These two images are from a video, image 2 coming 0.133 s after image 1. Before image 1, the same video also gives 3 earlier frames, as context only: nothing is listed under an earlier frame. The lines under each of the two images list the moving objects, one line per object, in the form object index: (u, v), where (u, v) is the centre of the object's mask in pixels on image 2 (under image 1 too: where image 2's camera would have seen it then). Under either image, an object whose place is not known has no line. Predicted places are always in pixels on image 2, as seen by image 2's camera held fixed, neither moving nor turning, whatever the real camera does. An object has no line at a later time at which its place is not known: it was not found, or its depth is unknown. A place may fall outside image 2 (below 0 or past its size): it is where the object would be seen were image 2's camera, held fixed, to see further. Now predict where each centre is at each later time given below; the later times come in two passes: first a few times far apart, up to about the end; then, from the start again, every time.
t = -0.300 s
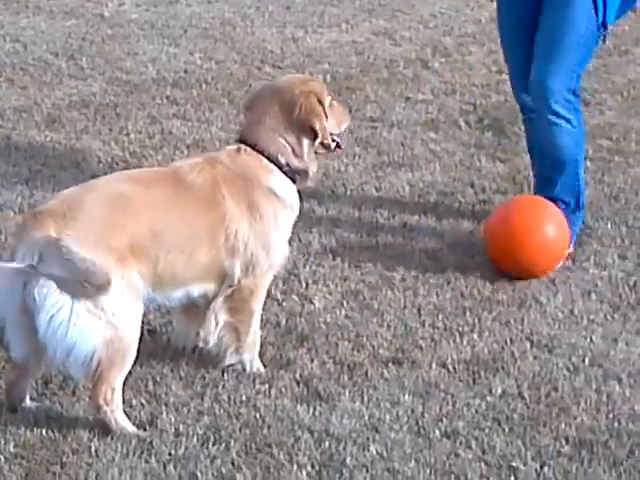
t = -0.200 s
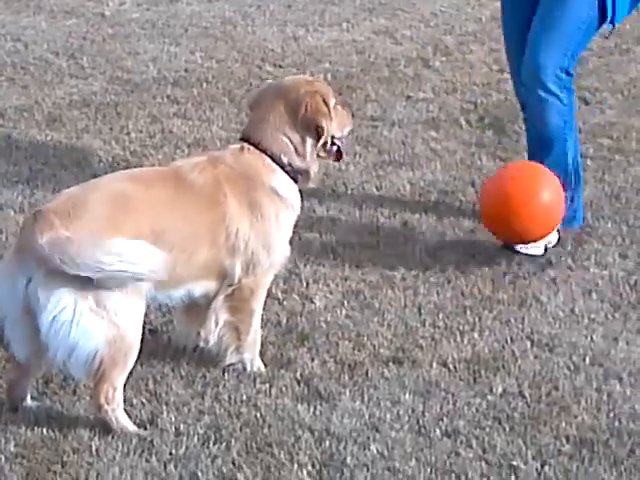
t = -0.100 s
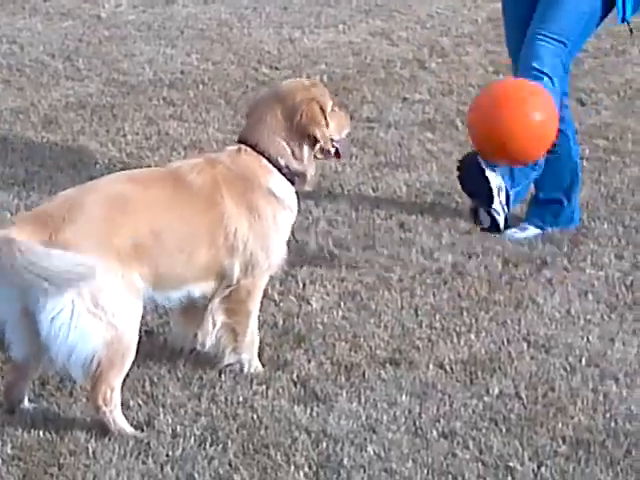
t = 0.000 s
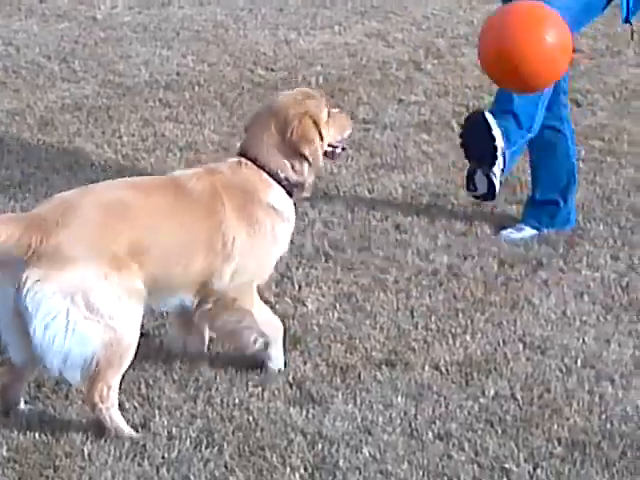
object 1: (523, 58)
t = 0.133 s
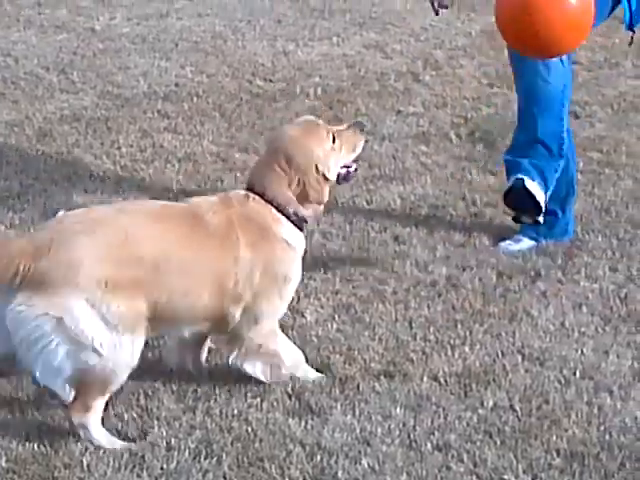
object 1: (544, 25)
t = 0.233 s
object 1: (561, 26)
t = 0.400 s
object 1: (584, 136)
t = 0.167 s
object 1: (549, 23)
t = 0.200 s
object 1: (555, 22)
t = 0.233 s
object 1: (561, 26)
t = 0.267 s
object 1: (565, 34)
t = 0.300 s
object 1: (570, 50)
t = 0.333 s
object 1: (575, 74)
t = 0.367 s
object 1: (579, 102)
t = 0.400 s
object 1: (584, 136)
